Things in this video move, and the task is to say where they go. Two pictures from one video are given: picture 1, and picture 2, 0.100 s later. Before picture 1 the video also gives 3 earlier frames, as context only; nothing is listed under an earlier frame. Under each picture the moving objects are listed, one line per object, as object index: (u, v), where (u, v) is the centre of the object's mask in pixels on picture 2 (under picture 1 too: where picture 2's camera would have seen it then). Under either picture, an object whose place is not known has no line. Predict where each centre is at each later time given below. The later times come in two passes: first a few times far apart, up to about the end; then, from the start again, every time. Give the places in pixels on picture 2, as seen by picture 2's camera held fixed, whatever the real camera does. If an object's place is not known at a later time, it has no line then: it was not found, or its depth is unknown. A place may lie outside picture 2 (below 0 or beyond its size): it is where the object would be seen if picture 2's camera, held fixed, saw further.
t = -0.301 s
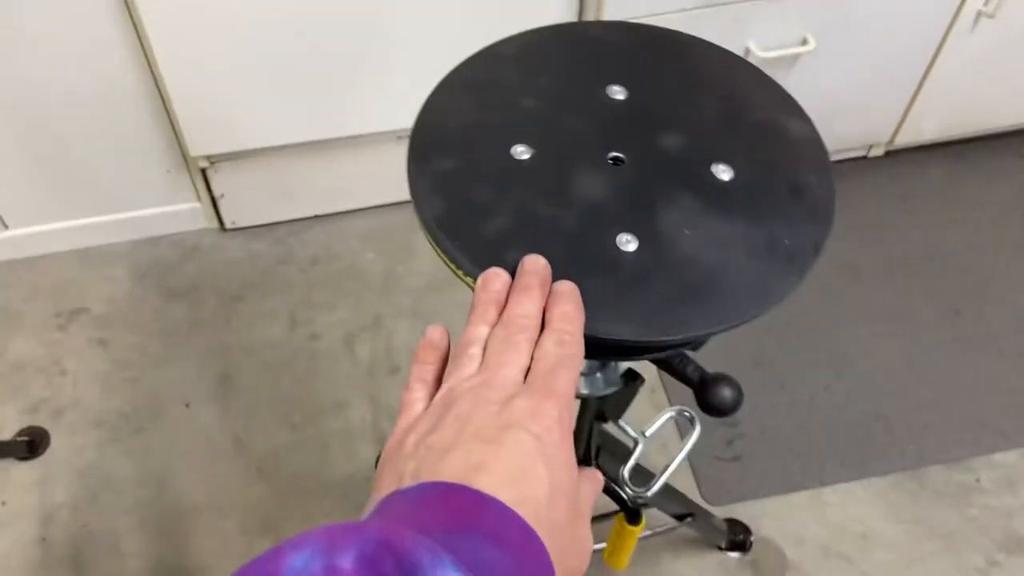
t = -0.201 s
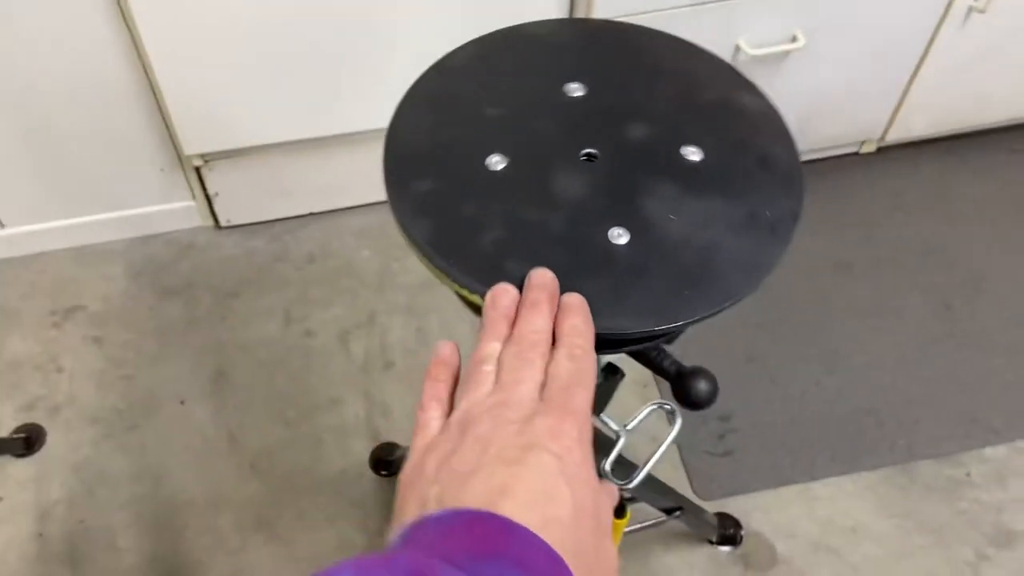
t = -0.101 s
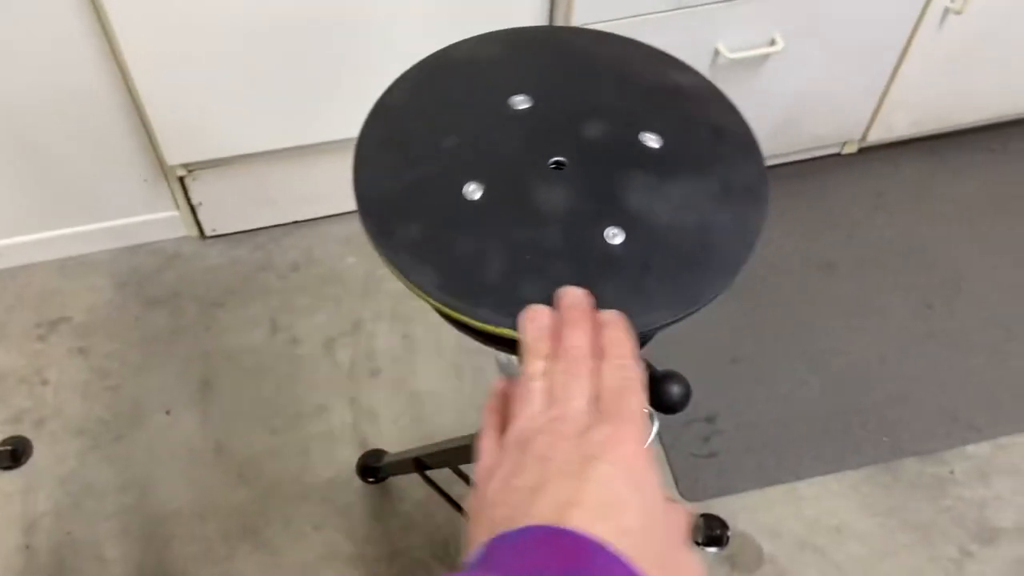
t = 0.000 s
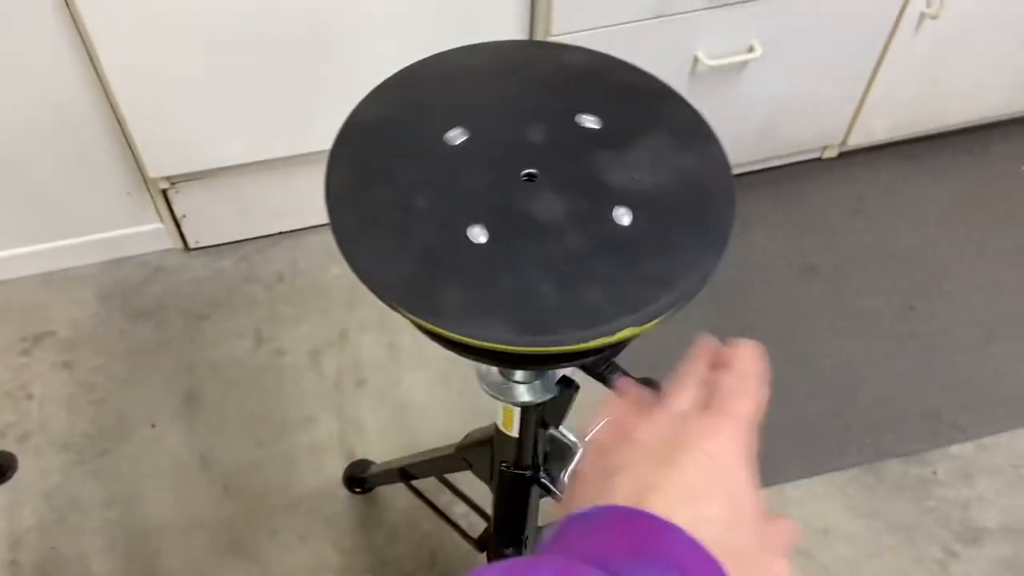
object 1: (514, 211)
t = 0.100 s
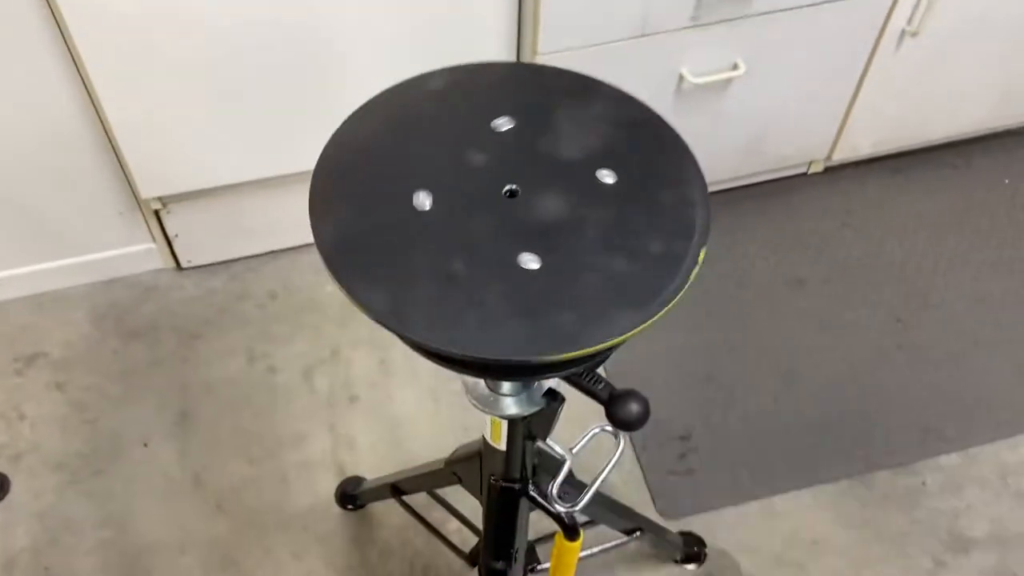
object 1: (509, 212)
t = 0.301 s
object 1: (507, 211)
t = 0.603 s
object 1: (510, 207)
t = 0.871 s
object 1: (509, 205)
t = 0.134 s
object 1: (508, 212)
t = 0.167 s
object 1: (508, 212)
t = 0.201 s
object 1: (507, 212)
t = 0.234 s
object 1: (507, 212)
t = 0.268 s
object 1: (507, 212)
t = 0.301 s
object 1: (507, 211)
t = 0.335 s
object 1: (507, 211)
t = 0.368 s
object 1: (507, 211)
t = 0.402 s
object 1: (507, 210)
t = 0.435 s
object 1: (508, 210)
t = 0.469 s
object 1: (509, 210)
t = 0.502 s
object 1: (509, 209)
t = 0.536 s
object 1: (509, 209)
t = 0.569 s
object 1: (509, 208)
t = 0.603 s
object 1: (510, 207)
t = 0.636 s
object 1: (510, 207)
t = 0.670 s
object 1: (510, 206)
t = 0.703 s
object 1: (510, 206)
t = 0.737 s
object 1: (510, 206)
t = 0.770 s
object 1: (510, 206)
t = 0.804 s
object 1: (510, 206)
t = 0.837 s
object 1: (510, 205)
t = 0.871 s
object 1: (509, 205)
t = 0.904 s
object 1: (509, 204)
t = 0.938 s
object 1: (508, 203)
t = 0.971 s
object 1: (508, 203)
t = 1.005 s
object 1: (508, 203)
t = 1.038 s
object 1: (508, 202)
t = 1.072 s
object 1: (508, 201)
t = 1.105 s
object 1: (508, 201)
